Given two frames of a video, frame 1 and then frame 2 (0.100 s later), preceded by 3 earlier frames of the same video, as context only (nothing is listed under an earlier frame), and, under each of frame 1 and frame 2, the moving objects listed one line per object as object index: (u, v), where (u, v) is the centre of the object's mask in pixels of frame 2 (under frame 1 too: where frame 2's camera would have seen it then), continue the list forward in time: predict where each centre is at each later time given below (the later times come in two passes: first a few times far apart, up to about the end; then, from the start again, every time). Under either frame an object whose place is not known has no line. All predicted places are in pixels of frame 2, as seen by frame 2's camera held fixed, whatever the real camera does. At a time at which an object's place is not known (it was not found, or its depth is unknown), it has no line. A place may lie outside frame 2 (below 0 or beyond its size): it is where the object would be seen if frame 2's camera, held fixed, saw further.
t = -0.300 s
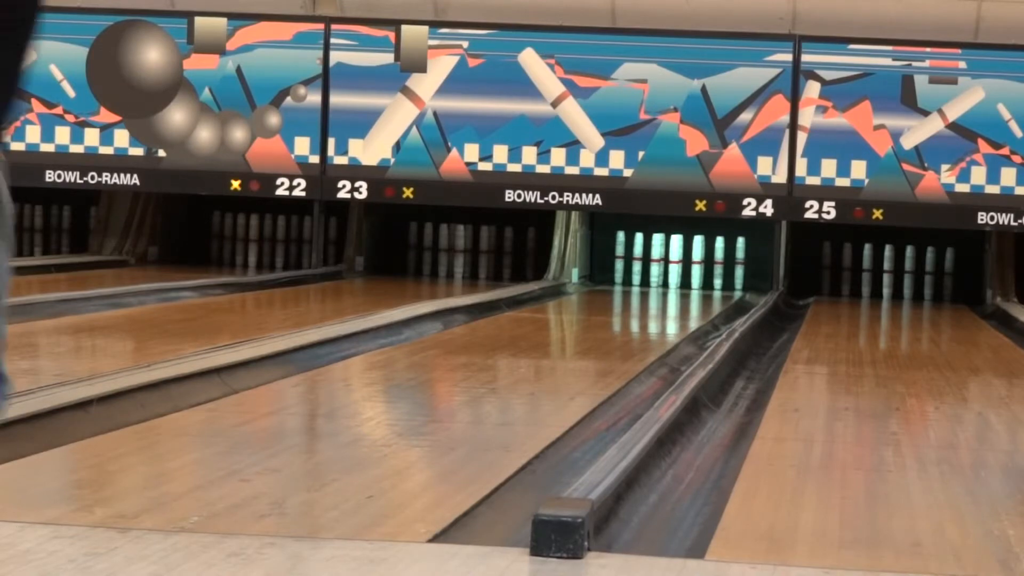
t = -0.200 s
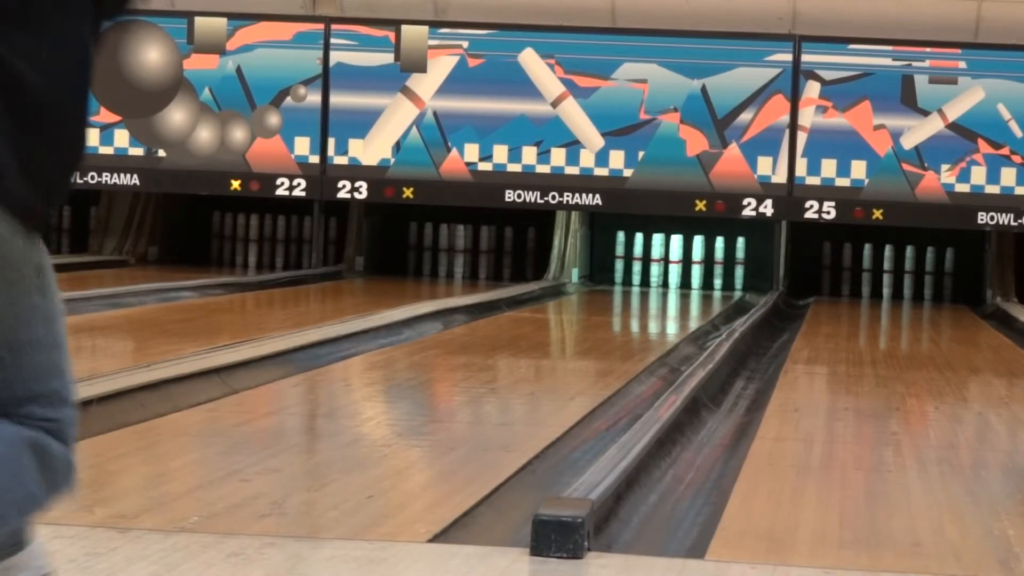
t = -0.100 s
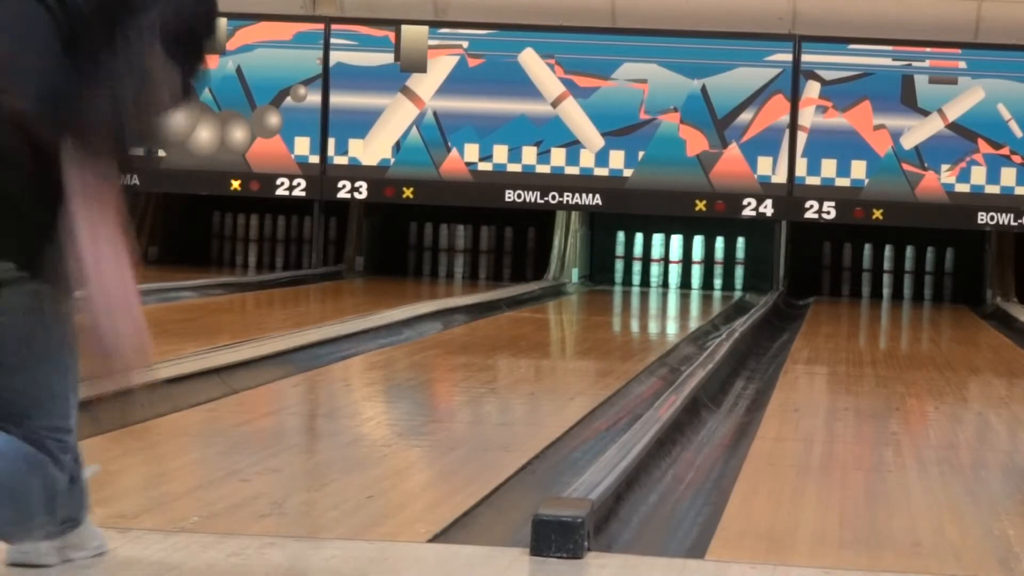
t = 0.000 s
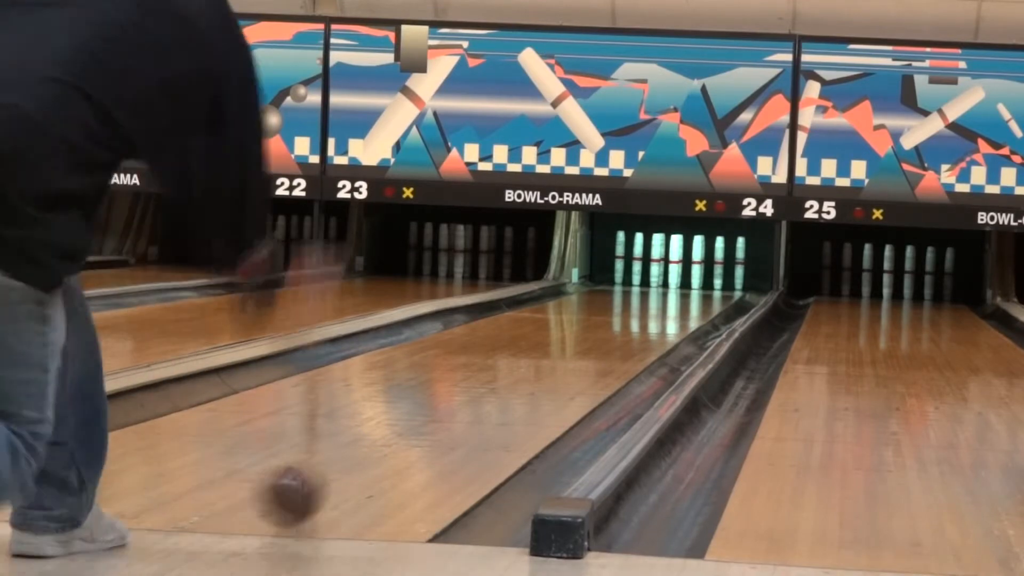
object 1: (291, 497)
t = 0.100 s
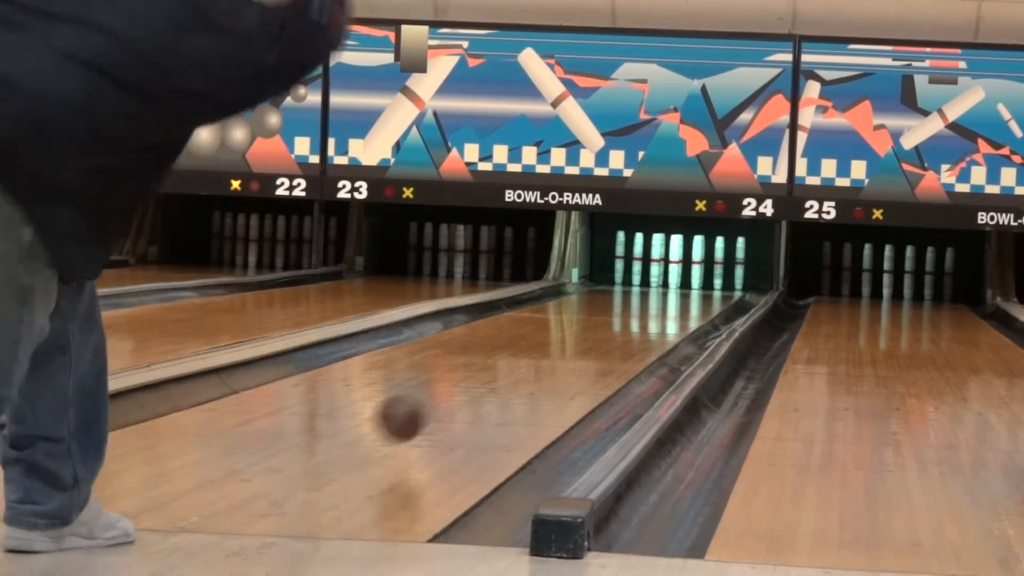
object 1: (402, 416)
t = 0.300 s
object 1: (520, 372)
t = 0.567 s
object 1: (599, 324)
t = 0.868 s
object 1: (646, 300)
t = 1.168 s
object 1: (672, 285)
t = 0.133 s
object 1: (427, 407)
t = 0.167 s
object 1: (450, 402)
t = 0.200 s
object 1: (471, 396)
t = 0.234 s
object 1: (489, 385)
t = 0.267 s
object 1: (505, 377)
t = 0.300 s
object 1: (520, 372)
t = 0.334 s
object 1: (534, 362)
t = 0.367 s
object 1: (546, 357)
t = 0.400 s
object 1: (558, 350)
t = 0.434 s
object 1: (567, 344)
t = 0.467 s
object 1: (576, 341)
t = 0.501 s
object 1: (584, 334)
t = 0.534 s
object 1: (592, 330)
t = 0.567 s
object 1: (599, 324)
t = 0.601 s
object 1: (607, 321)
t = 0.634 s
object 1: (612, 318)
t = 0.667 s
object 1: (618, 315)
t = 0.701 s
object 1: (624, 312)
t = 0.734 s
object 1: (629, 309)
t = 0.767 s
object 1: (633, 307)
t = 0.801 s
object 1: (637, 305)
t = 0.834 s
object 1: (642, 302)
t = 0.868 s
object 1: (646, 300)
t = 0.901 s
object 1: (649, 299)
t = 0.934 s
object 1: (654, 297)
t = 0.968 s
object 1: (657, 295)
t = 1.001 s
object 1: (660, 293)
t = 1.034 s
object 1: (663, 291)
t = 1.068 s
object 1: (666, 290)
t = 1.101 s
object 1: (668, 287)
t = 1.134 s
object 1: (670, 286)
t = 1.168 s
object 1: (672, 285)
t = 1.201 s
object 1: (675, 283)
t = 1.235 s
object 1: (680, 281)
